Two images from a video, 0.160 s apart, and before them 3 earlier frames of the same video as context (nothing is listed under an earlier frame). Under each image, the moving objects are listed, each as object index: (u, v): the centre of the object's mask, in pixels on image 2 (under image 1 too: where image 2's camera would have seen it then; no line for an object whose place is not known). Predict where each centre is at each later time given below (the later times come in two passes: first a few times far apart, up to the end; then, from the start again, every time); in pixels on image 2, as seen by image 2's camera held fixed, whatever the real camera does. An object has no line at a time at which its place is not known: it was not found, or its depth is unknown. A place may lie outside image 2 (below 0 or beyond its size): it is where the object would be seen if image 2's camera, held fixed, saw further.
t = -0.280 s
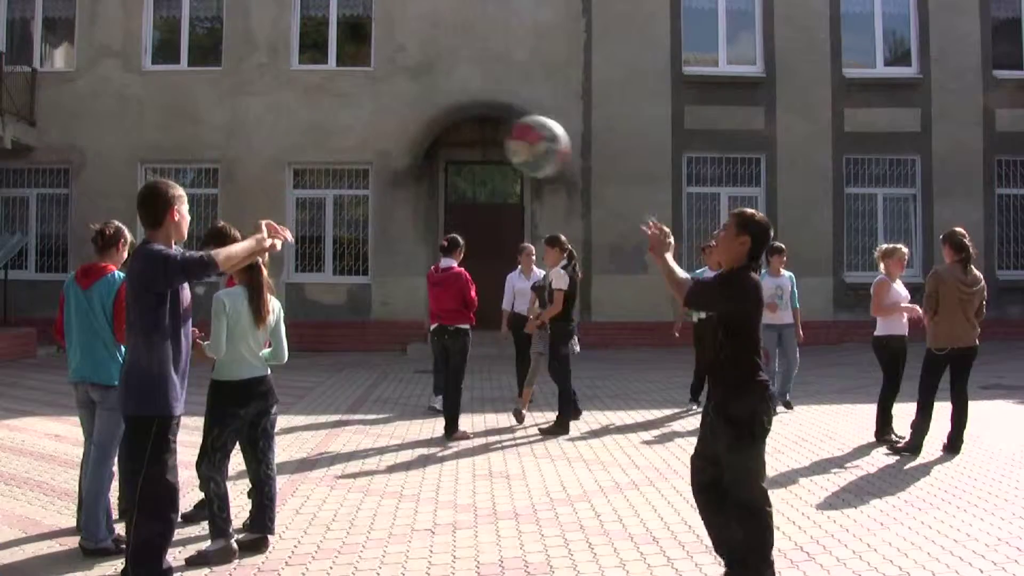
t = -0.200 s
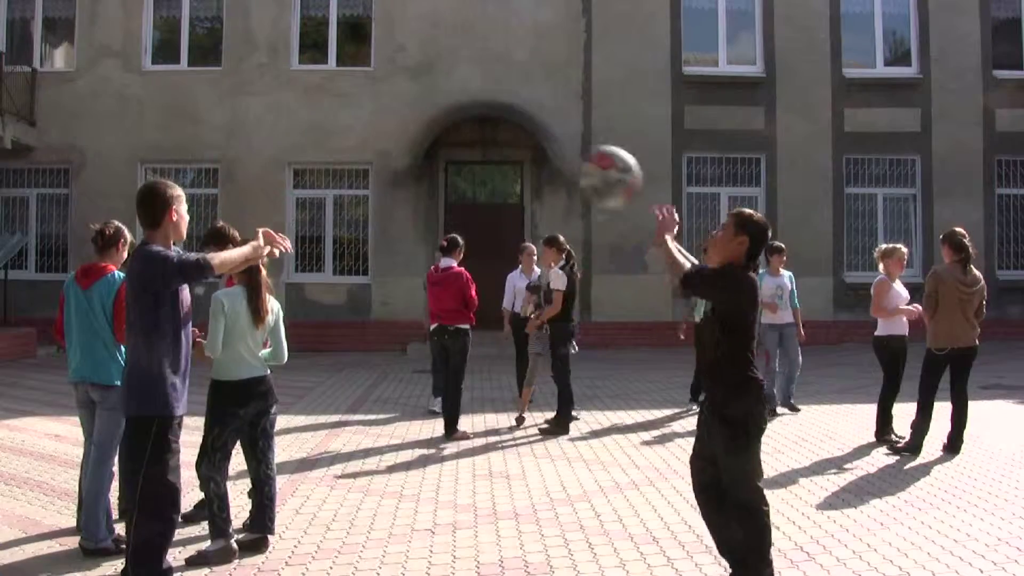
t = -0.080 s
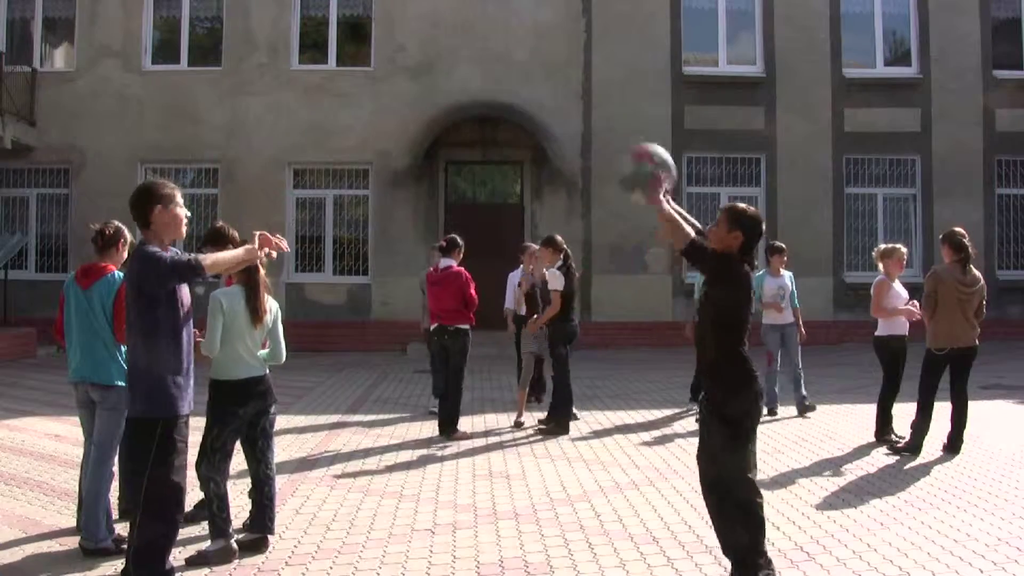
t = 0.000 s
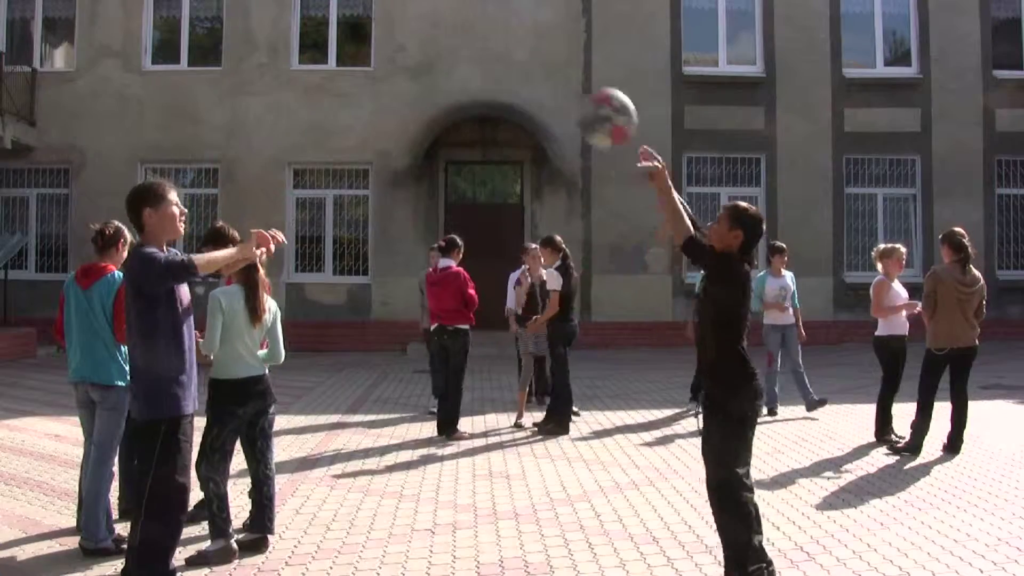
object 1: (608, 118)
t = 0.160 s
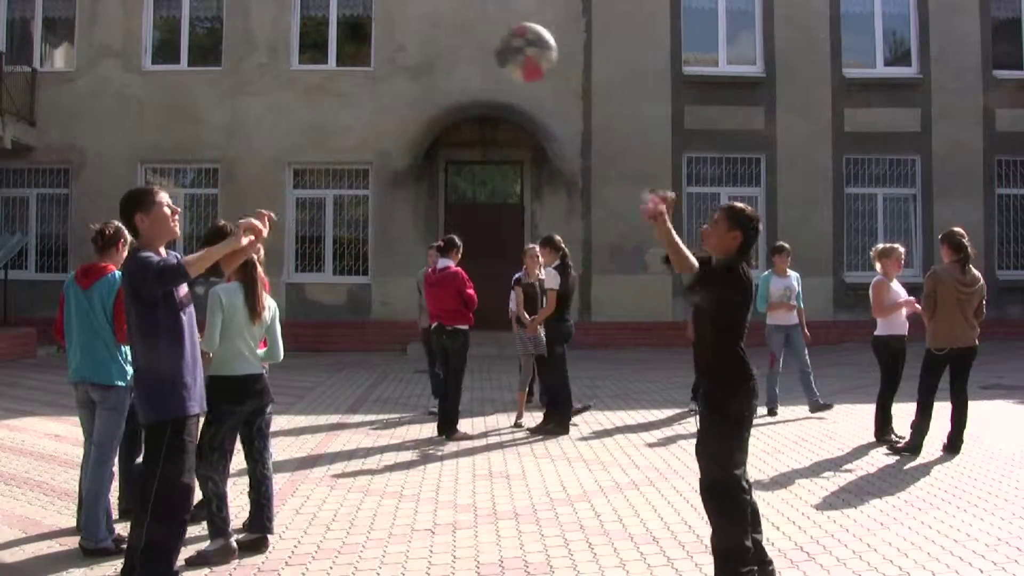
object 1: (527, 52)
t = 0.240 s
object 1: (487, 42)
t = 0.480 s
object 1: (364, 105)
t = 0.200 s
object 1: (507, 46)
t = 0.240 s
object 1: (487, 42)
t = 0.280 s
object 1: (466, 43)
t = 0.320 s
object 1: (445, 48)
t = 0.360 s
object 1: (425, 56)
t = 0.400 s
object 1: (404, 69)
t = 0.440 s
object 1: (384, 84)
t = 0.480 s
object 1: (364, 105)
